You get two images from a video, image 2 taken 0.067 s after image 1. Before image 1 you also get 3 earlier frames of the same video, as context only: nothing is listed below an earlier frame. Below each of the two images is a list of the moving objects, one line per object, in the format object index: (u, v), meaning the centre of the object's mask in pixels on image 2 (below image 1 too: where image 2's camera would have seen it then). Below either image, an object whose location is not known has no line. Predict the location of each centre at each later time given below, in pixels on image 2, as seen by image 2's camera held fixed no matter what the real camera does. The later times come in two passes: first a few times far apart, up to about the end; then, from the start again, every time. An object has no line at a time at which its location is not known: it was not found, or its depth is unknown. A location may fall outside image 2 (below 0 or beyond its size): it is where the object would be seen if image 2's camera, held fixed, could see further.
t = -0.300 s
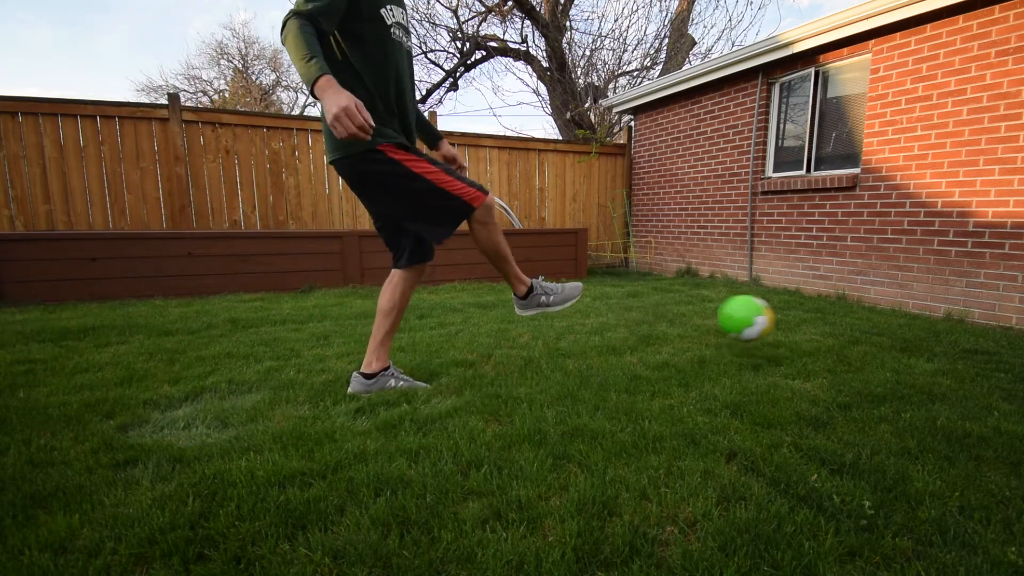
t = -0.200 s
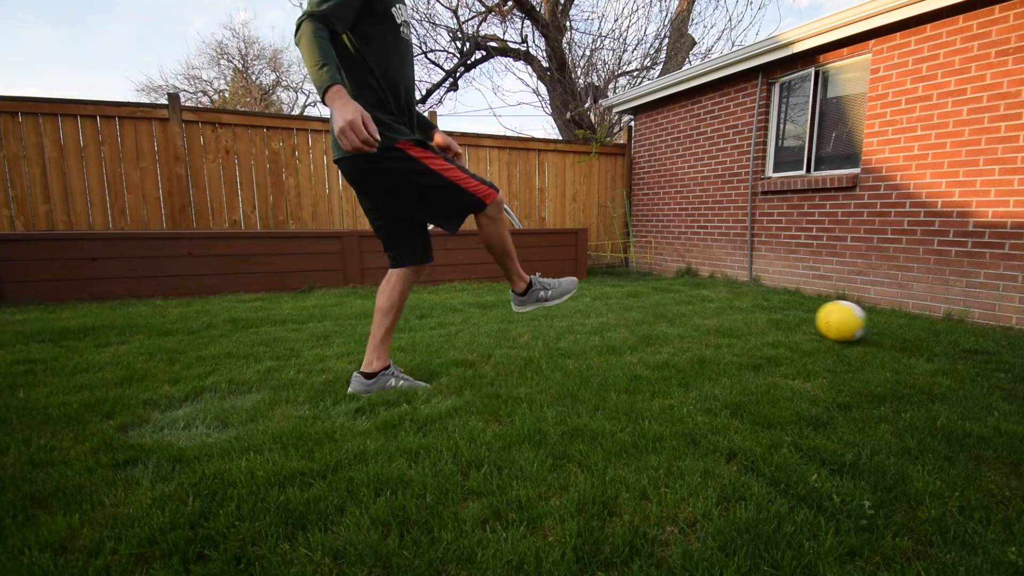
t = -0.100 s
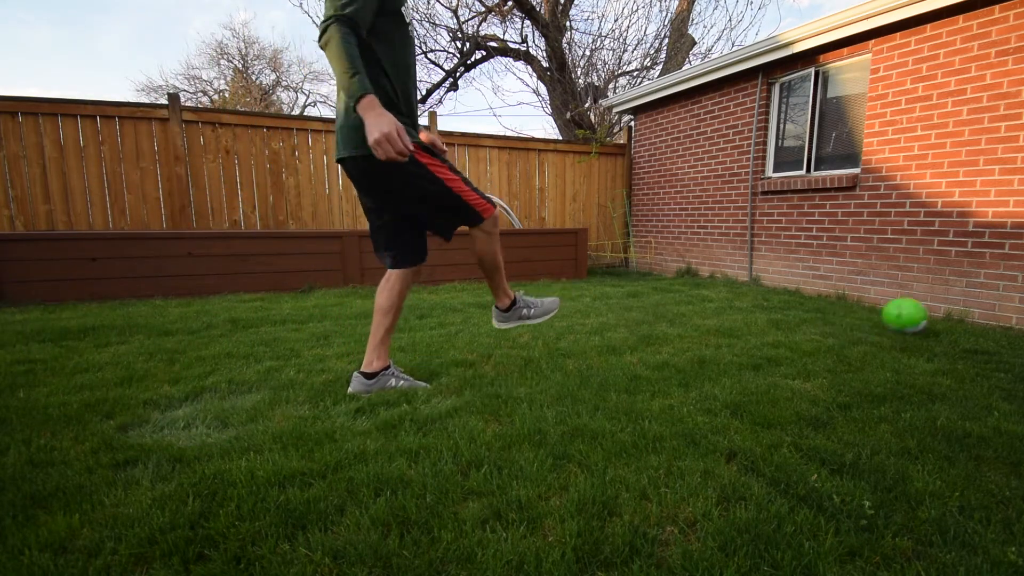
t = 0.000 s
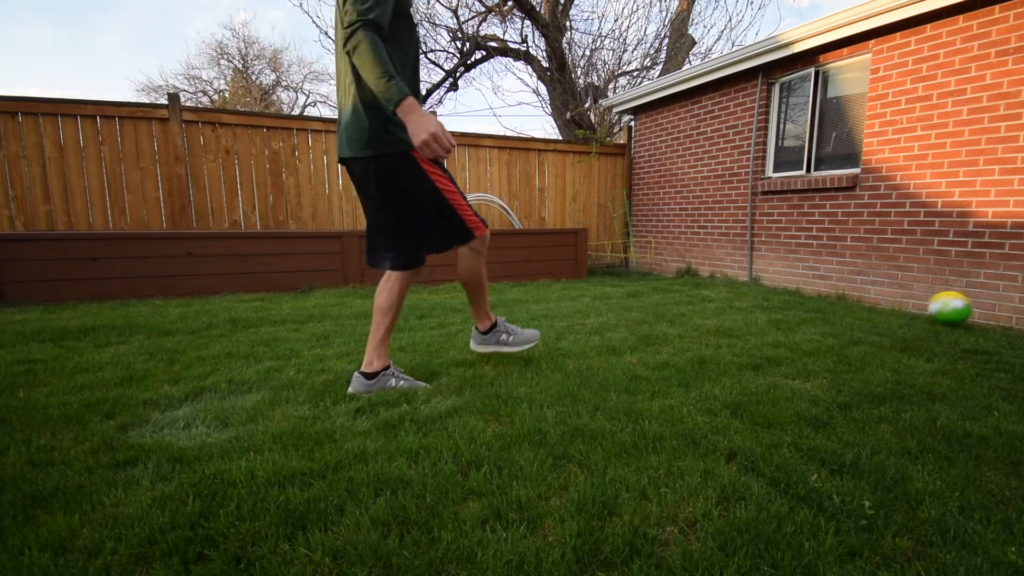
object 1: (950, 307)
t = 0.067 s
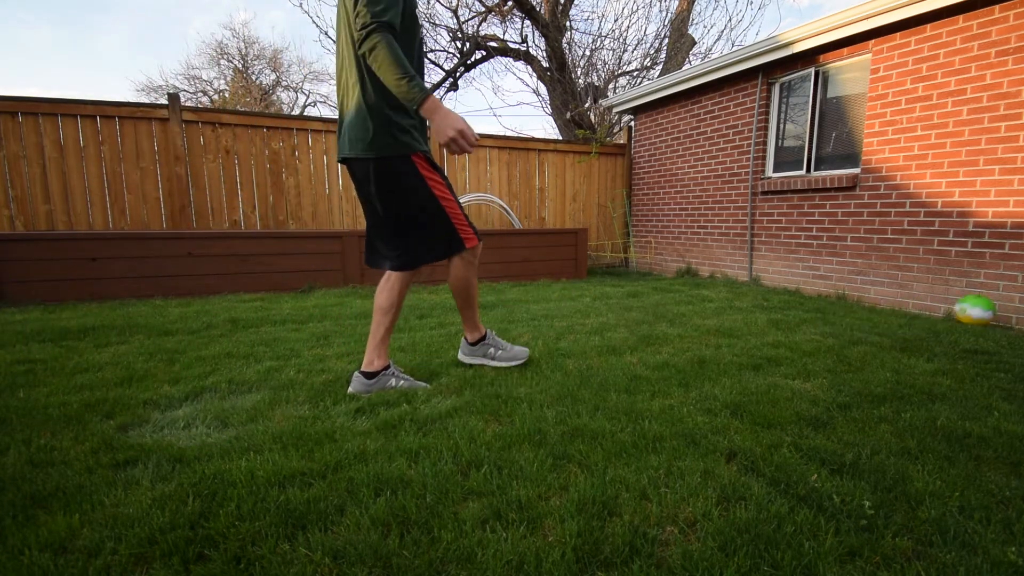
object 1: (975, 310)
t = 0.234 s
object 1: (956, 310)
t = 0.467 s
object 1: (906, 318)
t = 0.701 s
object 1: (883, 322)
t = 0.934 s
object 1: (865, 326)
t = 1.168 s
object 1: (853, 331)
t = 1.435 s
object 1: (854, 333)
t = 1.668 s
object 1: (857, 334)
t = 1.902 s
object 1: (856, 334)
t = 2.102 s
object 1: (856, 333)
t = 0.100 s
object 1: (985, 313)
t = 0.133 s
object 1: (981, 310)
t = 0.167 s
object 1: (973, 309)
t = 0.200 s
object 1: (965, 308)
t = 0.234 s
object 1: (956, 310)
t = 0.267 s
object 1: (947, 312)
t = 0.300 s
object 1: (937, 315)
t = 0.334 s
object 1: (930, 317)
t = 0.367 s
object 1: (924, 316)
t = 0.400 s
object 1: (917, 316)
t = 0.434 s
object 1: (912, 317)
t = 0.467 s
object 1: (906, 318)
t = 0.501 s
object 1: (901, 318)
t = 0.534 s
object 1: (898, 318)
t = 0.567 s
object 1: (894, 318)
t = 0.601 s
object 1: (891, 319)
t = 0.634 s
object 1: (889, 321)
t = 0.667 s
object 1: (885, 322)
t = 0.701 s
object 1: (883, 322)
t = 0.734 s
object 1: (880, 323)
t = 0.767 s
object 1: (877, 324)
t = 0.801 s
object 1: (875, 324)
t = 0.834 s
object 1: (872, 324)
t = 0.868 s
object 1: (869, 325)
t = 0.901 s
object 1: (867, 325)
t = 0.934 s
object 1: (865, 326)
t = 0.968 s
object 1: (863, 327)
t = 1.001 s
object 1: (861, 328)
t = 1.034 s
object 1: (859, 328)
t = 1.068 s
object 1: (857, 328)
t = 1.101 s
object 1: (856, 329)
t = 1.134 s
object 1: (854, 330)
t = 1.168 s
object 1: (853, 331)
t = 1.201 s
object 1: (852, 331)
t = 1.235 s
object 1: (852, 331)
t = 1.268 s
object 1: (852, 331)
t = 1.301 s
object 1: (852, 332)
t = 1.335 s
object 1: (852, 332)
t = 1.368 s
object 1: (853, 333)
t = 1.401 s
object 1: (854, 333)
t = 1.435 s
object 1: (854, 333)
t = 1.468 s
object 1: (855, 334)
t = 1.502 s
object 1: (856, 334)
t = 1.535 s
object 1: (857, 334)
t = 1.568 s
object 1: (857, 334)
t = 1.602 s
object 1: (857, 334)
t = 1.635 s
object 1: (858, 334)
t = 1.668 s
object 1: (857, 334)
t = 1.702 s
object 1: (857, 334)
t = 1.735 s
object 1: (857, 334)
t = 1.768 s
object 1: (857, 334)
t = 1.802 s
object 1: (856, 334)
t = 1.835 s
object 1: (856, 333)
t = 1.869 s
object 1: (856, 334)
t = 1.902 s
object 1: (856, 334)
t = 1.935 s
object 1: (856, 334)
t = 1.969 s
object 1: (856, 334)
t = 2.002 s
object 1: (856, 334)
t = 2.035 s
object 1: (856, 333)
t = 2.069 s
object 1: (856, 333)
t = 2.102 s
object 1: (856, 333)
